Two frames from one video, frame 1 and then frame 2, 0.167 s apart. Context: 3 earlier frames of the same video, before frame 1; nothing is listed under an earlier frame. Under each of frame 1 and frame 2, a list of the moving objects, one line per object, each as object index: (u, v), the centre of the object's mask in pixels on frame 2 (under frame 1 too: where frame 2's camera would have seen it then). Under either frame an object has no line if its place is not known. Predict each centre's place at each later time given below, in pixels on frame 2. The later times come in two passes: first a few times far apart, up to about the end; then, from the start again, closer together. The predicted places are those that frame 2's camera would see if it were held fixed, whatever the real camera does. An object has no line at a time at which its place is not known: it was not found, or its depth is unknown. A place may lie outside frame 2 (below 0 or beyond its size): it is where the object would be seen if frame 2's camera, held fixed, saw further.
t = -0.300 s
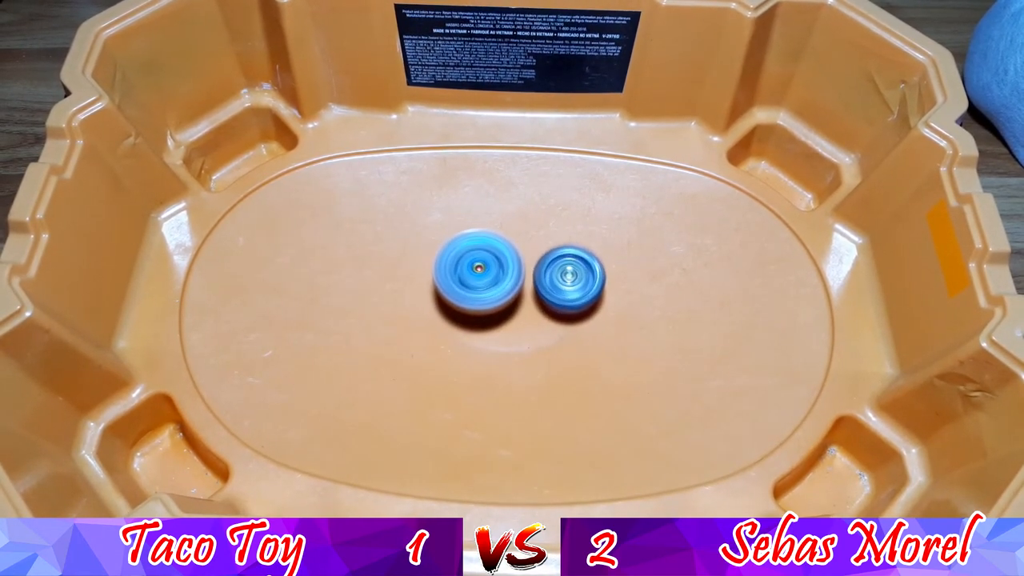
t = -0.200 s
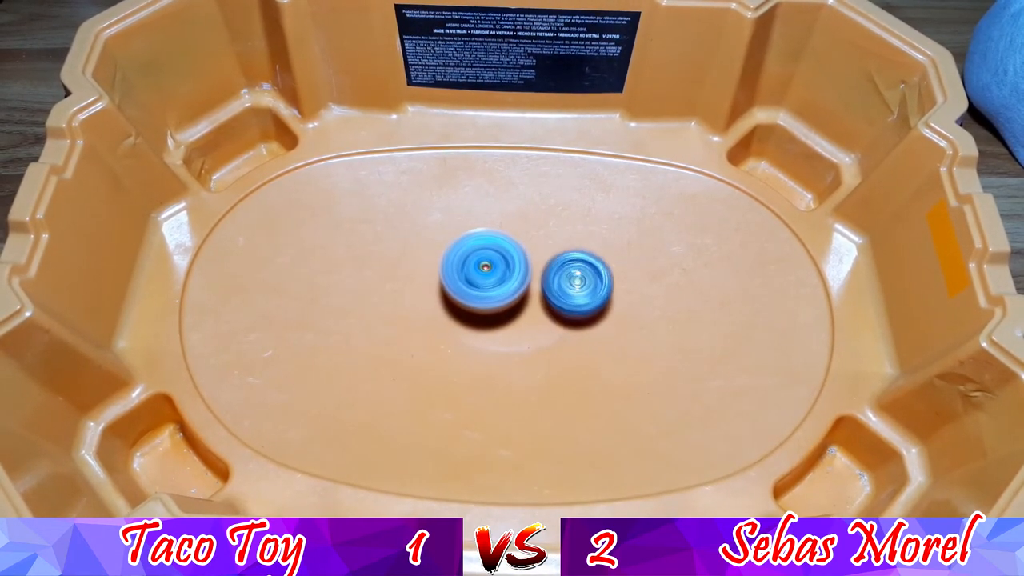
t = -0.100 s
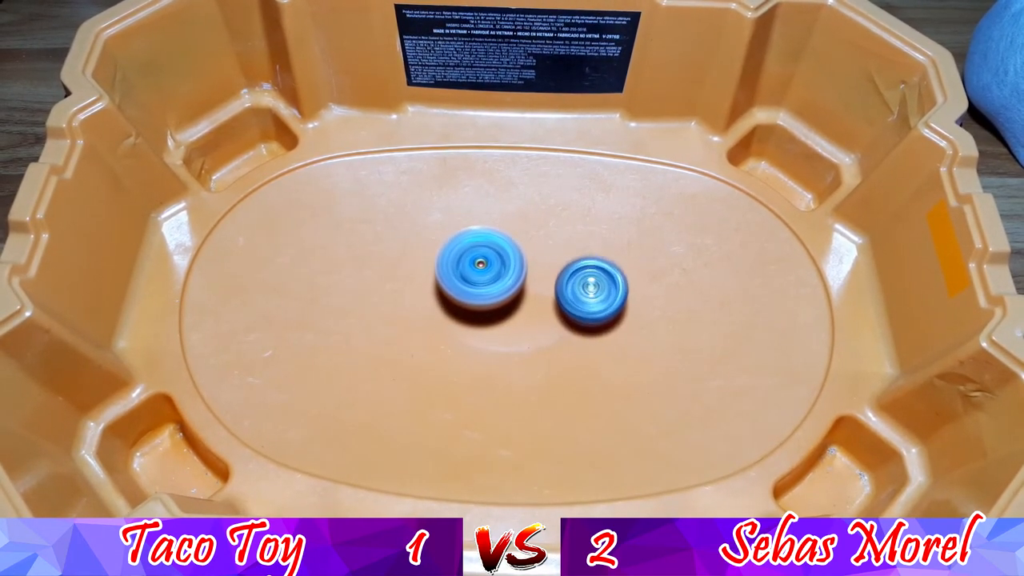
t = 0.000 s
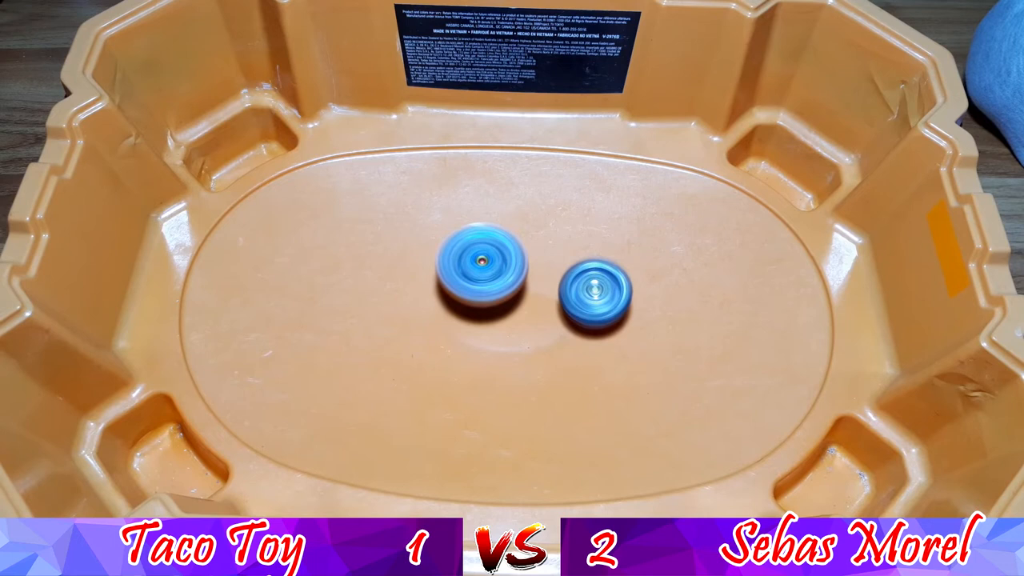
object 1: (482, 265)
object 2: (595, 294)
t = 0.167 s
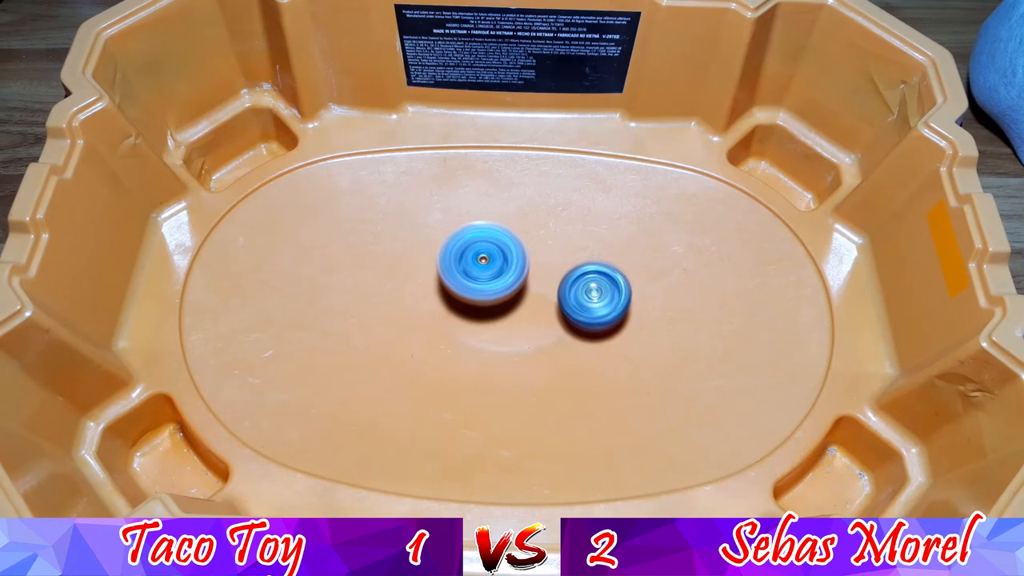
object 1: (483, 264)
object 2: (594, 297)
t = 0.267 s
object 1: (483, 266)
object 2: (591, 300)
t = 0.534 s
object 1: (491, 264)
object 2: (576, 313)
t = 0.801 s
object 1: (497, 258)
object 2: (568, 328)
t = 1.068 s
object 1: (467, 255)
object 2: (550, 342)
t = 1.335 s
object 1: (460, 278)
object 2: (529, 338)
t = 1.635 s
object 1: (408, 257)
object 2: (578, 346)
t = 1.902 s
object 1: (456, 285)
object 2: (564, 311)
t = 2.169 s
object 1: (473, 248)
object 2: (612, 320)
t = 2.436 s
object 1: (475, 253)
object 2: (625, 297)
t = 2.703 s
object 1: (502, 271)
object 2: (601, 281)
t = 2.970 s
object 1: (493, 273)
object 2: (601, 290)
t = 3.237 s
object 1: (472, 279)
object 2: (578, 302)
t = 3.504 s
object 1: (455, 270)
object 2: (564, 316)
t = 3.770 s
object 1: (439, 280)
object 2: (559, 320)
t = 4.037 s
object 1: (451, 288)
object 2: (556, 324)
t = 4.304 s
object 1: (482, 276)
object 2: (554, 327)
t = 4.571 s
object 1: (480, 258)
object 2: (578, 325)
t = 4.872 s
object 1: (486, 268)
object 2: (572, 302)
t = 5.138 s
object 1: (504, 265)
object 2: (580, 307)
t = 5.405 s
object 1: (473, 251)
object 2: (597, 321)
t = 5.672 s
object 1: (453, 256)
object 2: (575, 312)
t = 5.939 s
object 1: (458, 276)
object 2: (559, 311)
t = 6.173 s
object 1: (464, 269)
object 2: (577, 327)
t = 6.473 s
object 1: (427, 261)
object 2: (608, 318)
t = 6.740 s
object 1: (430, 274)
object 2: (597, 295)
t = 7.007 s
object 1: (458, 284)
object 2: (575, 285)
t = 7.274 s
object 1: (479, 279)
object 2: (568, 287)
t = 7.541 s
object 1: (410, 273)
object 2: (622, 312)
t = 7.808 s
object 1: (409, 279)
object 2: (617, 315)
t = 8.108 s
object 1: (463, 281)
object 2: (583, 319)
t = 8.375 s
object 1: (481, 248)
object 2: (587, 338)
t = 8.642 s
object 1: (490, 244)
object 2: (583, 328)
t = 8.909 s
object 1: (499, 250)
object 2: (588, 321)
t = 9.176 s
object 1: (482, 254)
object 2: (595, 315)
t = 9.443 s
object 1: (483, 271)
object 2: (587, 303)
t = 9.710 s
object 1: (464, 272)
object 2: (601, 307)
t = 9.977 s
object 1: (437, 275)
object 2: (604, 302)
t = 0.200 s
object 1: (483, 264)
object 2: (593, 298)
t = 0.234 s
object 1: (483, 265)
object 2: (592, 299)
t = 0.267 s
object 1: (483, 266)
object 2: (591, 300)
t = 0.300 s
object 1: (484, 266)
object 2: (589, 302)
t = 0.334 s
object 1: (485, 267)
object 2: (588, 303)
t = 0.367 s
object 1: (485, 267)
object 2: (586, 305)
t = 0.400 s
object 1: (486, 267)
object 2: (584, 307)
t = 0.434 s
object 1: (487, 267)
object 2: (582, 308)
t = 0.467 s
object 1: (488, 266)
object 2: (580, 310)
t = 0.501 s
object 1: (489, 265)
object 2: (578, 312)
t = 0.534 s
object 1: (491, 264)
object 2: (576, 313)
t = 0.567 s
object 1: (492, 264)
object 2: (575, 315)
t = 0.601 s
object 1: (494, 263)
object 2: (573, 316)
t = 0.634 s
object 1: (495, 263)
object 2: (571, 316)
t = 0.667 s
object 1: (497, 264)
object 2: (569, 318)
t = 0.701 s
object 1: (499, 264)
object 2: (567, 319)
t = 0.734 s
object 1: (500, 265)
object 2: (566, 320)
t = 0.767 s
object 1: (499, 262)
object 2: (567, 323)
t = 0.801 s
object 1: (497, 258)
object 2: (568, 328)
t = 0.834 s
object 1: (493, 255)
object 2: (568, 333)
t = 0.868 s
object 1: (488, 253)
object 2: (566, 335)
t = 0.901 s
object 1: (484, 251)
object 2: (563, 337)
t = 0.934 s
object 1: (480, 251)
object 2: (560, 339)
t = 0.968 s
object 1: (476, 251)
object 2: (558, 340)
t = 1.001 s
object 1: (473, 252)
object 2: (555, 341)
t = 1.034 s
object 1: (469, 253)
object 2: (553, 341)
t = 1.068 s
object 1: (467, 255)
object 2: (550, 342)
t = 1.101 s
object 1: (464, 257)
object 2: (547, 342)
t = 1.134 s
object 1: (463, 260)
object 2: (544, 342)
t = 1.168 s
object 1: (461, 263)
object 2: (541, 341)
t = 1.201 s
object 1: (460, 267)
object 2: (538, 341)
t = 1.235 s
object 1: (460, 271)
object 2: (536, 340)
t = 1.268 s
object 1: (460, 274)
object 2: (532, 338)
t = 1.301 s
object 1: (461, 278)
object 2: (529, 337)
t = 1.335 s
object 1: (460, 278)
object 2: (529, 338)
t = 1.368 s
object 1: (438, 258)
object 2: (552, 362)
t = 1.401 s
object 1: (429, 252)
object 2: (559, 368)
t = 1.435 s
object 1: (421, 248)
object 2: (565, 371)
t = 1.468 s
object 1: (416, 246)
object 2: (570, 369)
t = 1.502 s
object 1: (412, 246)
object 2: (573, 365)
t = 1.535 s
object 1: (408, 247)
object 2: (576, 361)
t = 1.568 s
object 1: (407, 250)
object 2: (577, 356)
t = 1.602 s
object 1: (407, 252)
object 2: (578, 351)
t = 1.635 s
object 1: (408, 257)
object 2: (578, 346)
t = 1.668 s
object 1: (411, 262)
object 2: (578, 342)
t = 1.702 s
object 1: (415, 266)
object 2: (577, 337)
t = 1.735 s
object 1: (420, 271)
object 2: (576, 332)
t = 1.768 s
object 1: (426, 276)
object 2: (574, 328)
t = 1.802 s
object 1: (432, 279)
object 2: (572, 323)
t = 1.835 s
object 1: (439, 282)
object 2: (570, 319)
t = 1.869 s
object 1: (449, 284)
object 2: (567, 315)
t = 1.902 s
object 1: (456, 285)
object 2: (564, 311)
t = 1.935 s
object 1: (463, 285)
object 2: (562, 309)
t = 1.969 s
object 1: (471, 281)
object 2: (561, 308)
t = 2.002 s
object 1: (478, 276)
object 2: (562, 308)
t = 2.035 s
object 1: (476, 265)
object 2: (577, 315)
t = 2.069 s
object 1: (475, 257)
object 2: (590, 319)
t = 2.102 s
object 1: (474, 252)
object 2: (601, 322)
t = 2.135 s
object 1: (474, 249)
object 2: (607, 322)
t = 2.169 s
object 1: (473, 248)
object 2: (612, 320)
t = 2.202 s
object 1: (473, 247)
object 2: (615, 318)
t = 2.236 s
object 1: (472, 247)
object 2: (618, 315)
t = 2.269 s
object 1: (472, 247)
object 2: (620, 312)
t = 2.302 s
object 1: (472, 248)
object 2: (622, 309)
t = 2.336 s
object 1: (472, 249)
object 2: (624, 306)
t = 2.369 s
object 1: (472, 250)
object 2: (625, 303)
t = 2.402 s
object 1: (474, 252)
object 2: (625, 301)
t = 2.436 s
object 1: (475, 253)
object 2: (625, 297)
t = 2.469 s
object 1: (478, 255)
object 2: (624, 294)
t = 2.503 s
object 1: (480, 257)
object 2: (622, 292)
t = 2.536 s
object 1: (483, 260)
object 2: (620, 290)
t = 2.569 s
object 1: (486, 262)
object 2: (617, 287)
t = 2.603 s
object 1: (490, 265)
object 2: (613, 286)
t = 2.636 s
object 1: (493, 267)
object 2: (610, 283)
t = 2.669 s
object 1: (497, 269)
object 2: (605, 282)
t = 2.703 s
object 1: (502, 271)
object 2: (601, 281)
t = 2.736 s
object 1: (508, 272)
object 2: (596, 281)
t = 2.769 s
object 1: (508, 272)
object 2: (597, 281)
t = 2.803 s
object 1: (507, 271)
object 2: (598, 281)
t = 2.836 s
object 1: (507, 271)
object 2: (597, 282)
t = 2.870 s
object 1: (508, 272)
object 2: (594, 283)
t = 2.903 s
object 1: (504, 271)
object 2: (597, 285)
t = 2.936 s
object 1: (497, 272)
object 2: (600, 288)
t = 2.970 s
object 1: (493, 273)
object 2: (601, 290)
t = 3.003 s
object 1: (490, 274)
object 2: (600, 292)
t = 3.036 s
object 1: (488, 275)
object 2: (598, 293)
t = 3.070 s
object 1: (485, 276)
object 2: (595, 294)
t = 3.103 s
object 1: (482, 277)
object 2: (593, 295)
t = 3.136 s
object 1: (480, 278)
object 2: (589, 296)
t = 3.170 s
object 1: (477, 278)
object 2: (585, 298)
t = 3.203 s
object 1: (475, 279)
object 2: (582, 300)
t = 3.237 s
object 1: (472, 279)
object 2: (578, 302)
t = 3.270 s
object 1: (469, 279)
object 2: (574, 304)
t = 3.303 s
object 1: (467, 278)
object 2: (570, 306)
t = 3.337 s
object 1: (464, 277)
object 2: (567, 308)
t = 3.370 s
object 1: (463, 276)
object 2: (565, 309)
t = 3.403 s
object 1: (461, 274)
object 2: (564, 311)
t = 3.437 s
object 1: (459, 272)
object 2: (563, 313)
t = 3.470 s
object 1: (457, 271)
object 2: (563, 314)
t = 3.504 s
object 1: (455, 270)
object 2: (564, 316)
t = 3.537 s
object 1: (453, 271)
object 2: (564, 318)
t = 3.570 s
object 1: (451, 272)
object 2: (564, 319)
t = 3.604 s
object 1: (449, 273)
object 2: (564, 320)
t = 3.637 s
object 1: (447, 274)
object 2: (563, 320)
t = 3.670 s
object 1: (444, 275)
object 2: (562, 320)
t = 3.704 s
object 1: (442, 277)
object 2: (561, 320)
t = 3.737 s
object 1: (440, 278)
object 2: (560, 320)
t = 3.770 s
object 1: (439, 280)
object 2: (559, 320)
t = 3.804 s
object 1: (438, 282)
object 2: (559, 321)
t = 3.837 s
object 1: (438, 284)
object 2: (558, 321)
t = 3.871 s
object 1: (439, 287)
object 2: (558, 322)
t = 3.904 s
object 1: (441, 289)
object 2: (558, 323)
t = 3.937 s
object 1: (443, 291)
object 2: (557, 323)
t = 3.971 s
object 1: (445, 291)
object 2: (557, 324)
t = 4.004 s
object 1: (448, 290)
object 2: (556, 324)
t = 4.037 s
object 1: (451, 288)
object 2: (556, 324)
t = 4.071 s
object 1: (455, 286)
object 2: (555, 325)
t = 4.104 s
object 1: (459, 284)
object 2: (554, 325)
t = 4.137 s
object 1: (463, 283)
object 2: (554, 325)
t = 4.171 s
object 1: (466, 281)
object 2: (554, 325)
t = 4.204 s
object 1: (470, 280)
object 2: (553, 325)
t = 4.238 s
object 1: (475, 279)
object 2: (553, 326)
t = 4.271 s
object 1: (478, 278)
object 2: (553, 326)
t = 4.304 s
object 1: (482, 276)
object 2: (554, 327)
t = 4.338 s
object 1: (482, 271)
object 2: (562, 333)
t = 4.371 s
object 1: (482, 266)
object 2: (567, 336)
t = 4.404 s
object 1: (483, 262)
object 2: (571, 337)
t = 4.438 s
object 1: (484, 261)
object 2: (574, 337)
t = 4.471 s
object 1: (483, 260)
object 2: (576, 335)
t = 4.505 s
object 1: (482, 258)
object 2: (577, 332)
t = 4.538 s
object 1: (481, 258)
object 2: (578, 328)
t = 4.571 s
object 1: (480, 258)
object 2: (578, 325)
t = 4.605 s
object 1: (480, 259)
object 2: (578, 321)
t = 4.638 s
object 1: (480, 259)
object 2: (578, 318)
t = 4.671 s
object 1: (479, 260)
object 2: (578, 314)
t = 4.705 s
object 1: (479, 261)
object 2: (577, 312)
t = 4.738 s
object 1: (480, 262)
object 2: (576, 309)
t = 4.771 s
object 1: (481, 263)
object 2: (575, 307)
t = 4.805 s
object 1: (482, 265)
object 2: (574, 305)
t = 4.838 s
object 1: (484, 266)
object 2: (573, 303)
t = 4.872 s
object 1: (486, 268)
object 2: (572, 302)
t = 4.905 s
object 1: (490, 269)
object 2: (570, 301)
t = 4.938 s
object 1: (491, 267)
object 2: (574, 303)
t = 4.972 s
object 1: (491, 266)
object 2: (578, 304)
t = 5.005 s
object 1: (492, 266)
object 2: (580, 305)
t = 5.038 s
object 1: (495, 266)
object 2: (582, 306)
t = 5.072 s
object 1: (497, 266)
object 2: (582, 307)
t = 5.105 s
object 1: (500, 265)
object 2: (581, 307)
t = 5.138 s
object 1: (504, 265)
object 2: (580, 307)
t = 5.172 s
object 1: (502, 262)
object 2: (585, 309)
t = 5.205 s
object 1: (497, 257)
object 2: (590, 313)
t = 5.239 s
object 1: (493, 254)
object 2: (595, 317)
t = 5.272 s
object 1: (489, 252)
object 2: (598, 319)
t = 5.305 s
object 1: (485, 252)
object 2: (599, 321)
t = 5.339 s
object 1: (481, 251)
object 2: (600, 321)
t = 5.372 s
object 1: (477, 251)
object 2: (599, 321)
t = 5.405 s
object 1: (473, 251)
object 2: (597, 321)
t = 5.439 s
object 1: (470, 250)
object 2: (595, 320)
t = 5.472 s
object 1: (467, 250)
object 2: (592, 319)
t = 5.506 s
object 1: (464, 251)
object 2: (589, 318)
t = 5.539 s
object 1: (461, 251)
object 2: (587, 316)
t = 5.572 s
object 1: (458, 252)
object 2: (584, 315)
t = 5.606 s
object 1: (456, 253)
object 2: (581, 314)
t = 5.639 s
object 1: (455, 255)
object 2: (578, 313)
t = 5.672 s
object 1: (453, 256)
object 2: (575, 312)
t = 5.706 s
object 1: (452, 258)
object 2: (572, 310)
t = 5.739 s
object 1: (452, 260)
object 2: (568, 309)
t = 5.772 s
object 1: (452, 262)
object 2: (565, 309)
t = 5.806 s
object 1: (452, 264)
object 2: (563, 309)
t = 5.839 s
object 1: (453, 267)
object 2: (562, 309)
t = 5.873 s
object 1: (454, 269)
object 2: (561, 309)
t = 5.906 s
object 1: (456, 273)
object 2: (560, 310)
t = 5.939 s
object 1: (458, 276)
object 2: (559, 311)
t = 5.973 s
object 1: (461, 278)
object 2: (558, 311)
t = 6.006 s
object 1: (463, 278)
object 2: (557, 312)
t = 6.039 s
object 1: (466, 279)
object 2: (556, 312)
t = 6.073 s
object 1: (470, 279)
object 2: (555, 313)
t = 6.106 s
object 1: (474, 279)
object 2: (555, 313)
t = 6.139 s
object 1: (473, 275)
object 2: (561, 317)
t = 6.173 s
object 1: (464, 269)
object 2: (577, 327)
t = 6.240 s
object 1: (448, 259)
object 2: (599, 337)
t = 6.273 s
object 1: (442, 257)
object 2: (605, 337)
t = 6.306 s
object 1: (437, 256)
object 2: (608, 336)
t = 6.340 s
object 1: (433, 256)
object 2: (610, 333)
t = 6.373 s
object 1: (431, 257)
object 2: (609, 330)
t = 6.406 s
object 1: (429, 258)
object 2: (609, 326)
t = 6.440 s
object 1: (428, 260)
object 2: (609, 322)
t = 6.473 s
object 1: (427, 261)
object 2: (608, 318)
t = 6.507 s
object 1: (426, 263)
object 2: (607, 315)
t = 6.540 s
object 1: (425, 264)
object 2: (606, 311)
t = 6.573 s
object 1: (425, 265)
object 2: (605, 309)
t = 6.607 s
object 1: (425, 267)
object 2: (604, 305)
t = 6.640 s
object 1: (425, 269)
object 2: (602, 303)
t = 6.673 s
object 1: (426, 271)
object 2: (600, 300)
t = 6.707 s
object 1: (428, 272)
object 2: (599, 298)
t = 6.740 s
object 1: (430, 274)
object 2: (597, 295)
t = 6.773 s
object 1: (432, 276)
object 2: (595, 293)
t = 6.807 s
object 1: (436, 278)
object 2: (592, 292)
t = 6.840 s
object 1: (439, 279)
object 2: (590, 290)
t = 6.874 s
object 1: (443, 281)
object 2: (587, 289)
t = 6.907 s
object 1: (446, 283)
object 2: (585, 287)
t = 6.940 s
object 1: (450, 284)
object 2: (582, 287)
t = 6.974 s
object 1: (454, 284)
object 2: (579, 285)
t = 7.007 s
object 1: (458, 284)
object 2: (575, 285)
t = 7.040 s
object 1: (462, 283)
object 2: (572, 284)
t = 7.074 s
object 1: (467, 283)
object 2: (569, 284)
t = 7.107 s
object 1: (472, 282)
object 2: (566, 284)
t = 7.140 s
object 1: (477, 282)
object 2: (563, 284)
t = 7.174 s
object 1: (479, 281)
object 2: (563, 284)
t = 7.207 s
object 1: (477, 281)
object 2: (566, 285)
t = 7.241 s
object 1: (477, 280)
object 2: (568, 286)
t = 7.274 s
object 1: (479, 279)
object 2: (568, 287)
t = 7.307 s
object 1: (480, 280)
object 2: (566, 287)
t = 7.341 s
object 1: (481, 280)
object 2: (565, 288)
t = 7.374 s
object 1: (467, 278)
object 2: (581, 294)
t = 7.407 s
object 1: (451, 274)
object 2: (596, 301)
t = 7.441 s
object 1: (438, 271)
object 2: (608, 306)
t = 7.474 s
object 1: (427, 271)
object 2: (616, 309)
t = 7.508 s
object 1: (418, 272)
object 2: (620, 311)
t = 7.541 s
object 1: (410, 273)
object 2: (622, 312)
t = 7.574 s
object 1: (404, 274)
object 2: (622, 312)
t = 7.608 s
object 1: (400, 275)
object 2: (622, 312)
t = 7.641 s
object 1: (398, 276)
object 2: (622, 312)
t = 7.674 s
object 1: (398, 276)
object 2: (622, 312)
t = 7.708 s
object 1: (399, 276)
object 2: (621, 313)
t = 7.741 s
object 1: (401, 277)
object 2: (620, 313)
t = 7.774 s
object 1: (405, 278)
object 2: (619, 314)
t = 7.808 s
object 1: (409, 279)
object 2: (617, 315)
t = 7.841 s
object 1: (415, 280)
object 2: (615, 316)
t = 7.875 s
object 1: (422, 281)
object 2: (612, 317)
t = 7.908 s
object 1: (428, 282)
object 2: (609, 317)
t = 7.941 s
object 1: (435, 283)
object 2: (605, 318)
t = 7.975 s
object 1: (441, 284)
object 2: (601, 319)
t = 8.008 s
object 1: (448, 284)
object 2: (597, 319)
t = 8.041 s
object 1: (453, 284)
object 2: (592, 319)
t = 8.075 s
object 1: (458, 283)
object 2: (587, 319)
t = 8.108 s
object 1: (463, 281)
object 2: (583, 319)
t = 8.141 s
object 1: (467, 279)
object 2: (578, 319)
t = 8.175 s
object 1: (471, 276)
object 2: (574, 318)
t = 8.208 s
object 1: (476, 274)
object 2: (570, 317)
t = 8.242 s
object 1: (482, 272)
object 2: (566, 316)
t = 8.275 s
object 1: (488, 270)
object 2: (563, 316)
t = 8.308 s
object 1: (486, 262)
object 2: (572, 325)
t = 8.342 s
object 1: (482, 253)
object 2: (581, 333)
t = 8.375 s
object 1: (481, 248)
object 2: (587, 338)
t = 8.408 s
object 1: (481, 244)
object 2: (589, 341)
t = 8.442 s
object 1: (481, 242)
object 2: (590, 341)
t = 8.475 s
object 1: (482, 241)
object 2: (589, 339)
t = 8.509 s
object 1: (483, 241)
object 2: (588, 337)
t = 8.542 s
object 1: (485, 241)
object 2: (587, 335)
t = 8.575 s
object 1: (486, 242)
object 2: (586, 332)
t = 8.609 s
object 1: (488, 243)
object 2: (585, 330)
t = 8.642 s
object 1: (490, 244)
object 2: (583, 328)
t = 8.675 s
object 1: (492, 245)
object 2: (582, 325)
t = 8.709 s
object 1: (495, 247)
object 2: (580, 322)
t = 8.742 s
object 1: (498, 250)
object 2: (579, 320)
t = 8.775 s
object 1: (502, 253)
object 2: (577, 317)
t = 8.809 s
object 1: (505, 256)
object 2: (576, 314)
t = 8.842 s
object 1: (507, 258)
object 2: (574, 311)
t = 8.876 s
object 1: (504, 254)
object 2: (581, 316)
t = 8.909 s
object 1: (499, 250)
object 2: (588, 321)
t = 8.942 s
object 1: (497, 249)
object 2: (592, 324)
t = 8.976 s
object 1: (494, 248)
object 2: (594, 324)
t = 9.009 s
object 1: (491, 248)
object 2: (594, 324)
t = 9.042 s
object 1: (489, 249)
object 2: (595, 322)
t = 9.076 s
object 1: (486, 250)
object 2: (595, 320)
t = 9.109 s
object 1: (484, 251)
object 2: (595, 319)
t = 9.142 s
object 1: (483, 252)
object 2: (595, 317)
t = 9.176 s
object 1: (482, 254)
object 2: (595, 315)
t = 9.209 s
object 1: (481, 256)
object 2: (594, 314)
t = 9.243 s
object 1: (480, 258)
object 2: (594, 312)
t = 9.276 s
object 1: (480, 260)
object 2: (593, 311)
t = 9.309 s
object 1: (479, 263)
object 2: (592, 309)
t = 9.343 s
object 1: (479, 265)
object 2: (591, 307)
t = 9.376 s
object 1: (479, 268)
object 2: (590, 306)
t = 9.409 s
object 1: (480, 269)
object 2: (588, 304)
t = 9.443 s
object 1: (483, 271)
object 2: (587, 303)
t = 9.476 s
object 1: (486, 272)
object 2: (585, 302)
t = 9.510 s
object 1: (489, 273)
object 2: (583, 301)
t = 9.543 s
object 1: (491, 275)
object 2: (581, 300)
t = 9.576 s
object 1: (494, 276)
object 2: (580, 299)
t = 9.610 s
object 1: (493, 277)
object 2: (581, 299)
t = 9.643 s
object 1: (483, 275)
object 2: (592, 302)
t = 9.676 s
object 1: (472, 273)
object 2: (598, 305)
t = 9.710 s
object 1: (464, 272)
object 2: (601, 307)
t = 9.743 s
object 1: (457, 271)
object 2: (602, 307)
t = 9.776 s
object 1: (452, 270)
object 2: (603, 306)
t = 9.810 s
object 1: (448, 271)
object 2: (603, 305)
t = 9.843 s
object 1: (444, 271)
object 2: (604, 304)
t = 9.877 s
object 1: (441, 272)
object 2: (604, 304)
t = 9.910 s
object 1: (440, 273)
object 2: (604, 304)
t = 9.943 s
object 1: (438, 274)
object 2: (604, 303)
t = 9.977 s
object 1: (437, 275)
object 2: (604, 302)
